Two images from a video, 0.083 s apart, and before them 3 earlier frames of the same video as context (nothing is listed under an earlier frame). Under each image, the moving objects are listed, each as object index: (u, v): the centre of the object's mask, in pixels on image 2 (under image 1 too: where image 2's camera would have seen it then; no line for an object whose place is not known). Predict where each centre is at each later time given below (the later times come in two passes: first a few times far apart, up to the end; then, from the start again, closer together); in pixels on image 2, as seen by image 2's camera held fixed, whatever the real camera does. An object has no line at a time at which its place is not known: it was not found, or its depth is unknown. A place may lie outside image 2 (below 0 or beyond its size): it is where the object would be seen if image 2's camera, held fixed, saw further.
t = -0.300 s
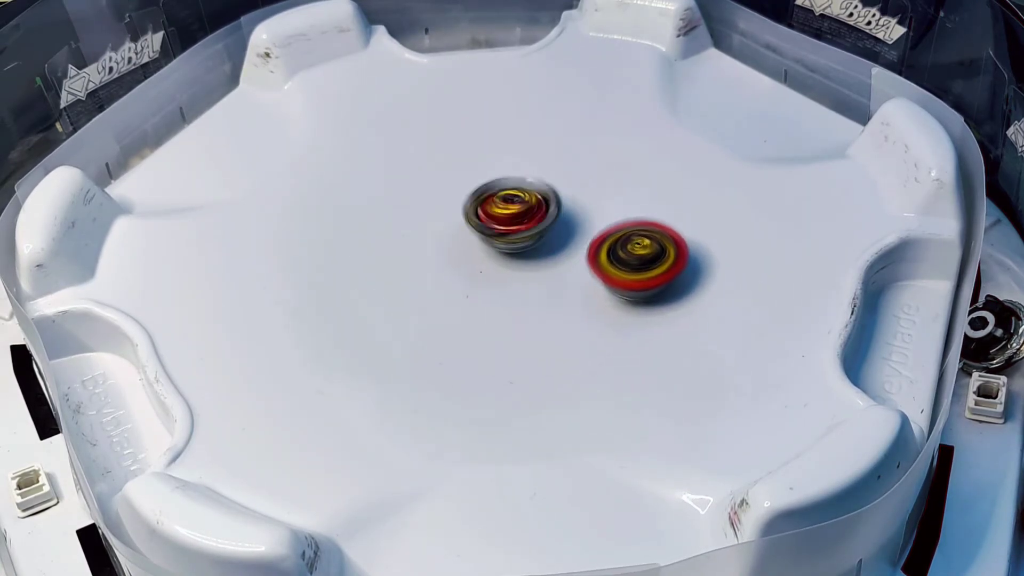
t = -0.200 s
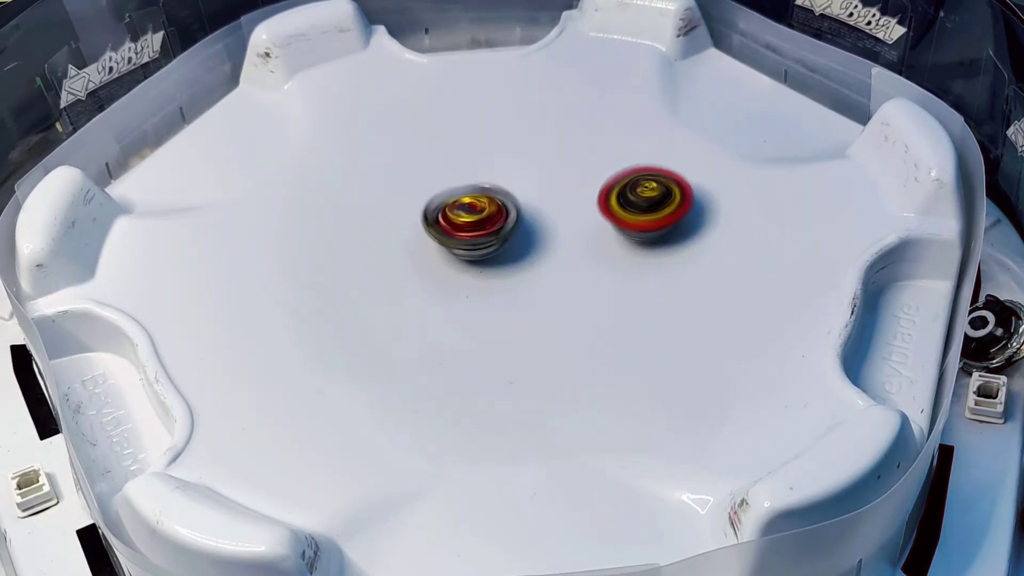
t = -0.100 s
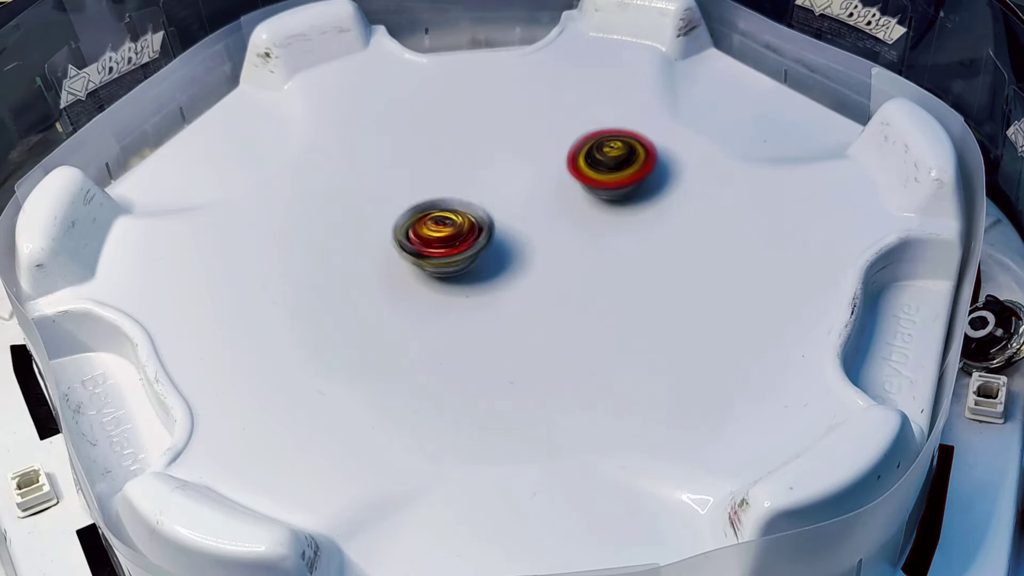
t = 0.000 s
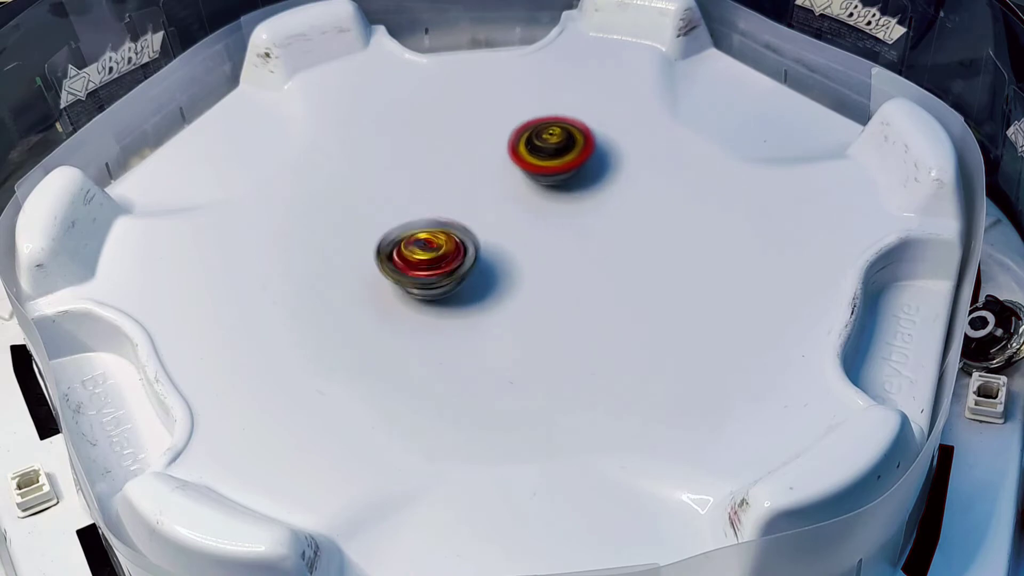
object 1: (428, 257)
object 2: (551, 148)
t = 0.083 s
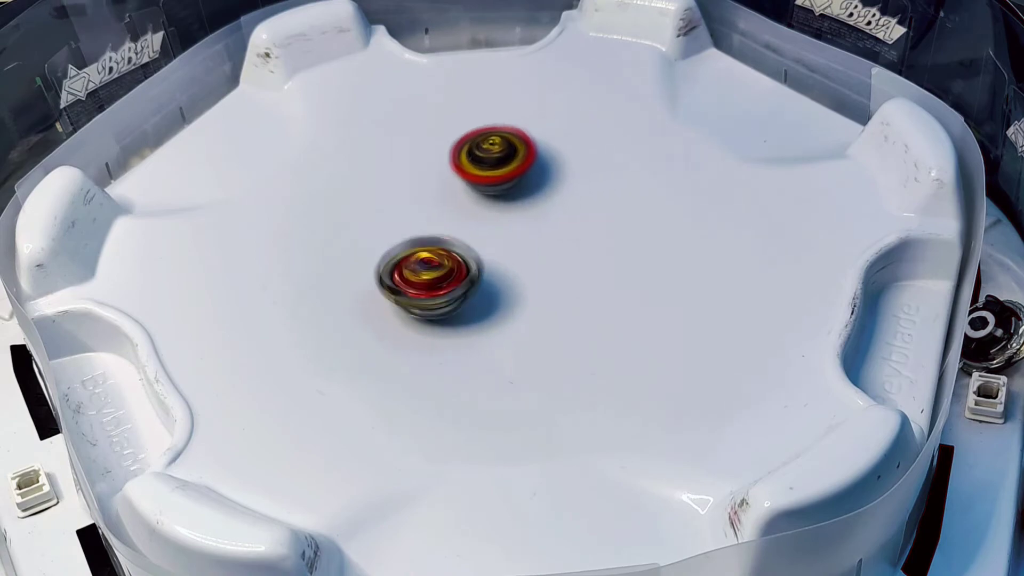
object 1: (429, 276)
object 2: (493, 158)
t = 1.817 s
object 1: (494, 281)
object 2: (610, 241)
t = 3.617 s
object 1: (508, 213)
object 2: (515, 339)
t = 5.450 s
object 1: (475, 287)
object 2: (481, 188)
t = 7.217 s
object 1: (480, 245)
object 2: (402, 302)
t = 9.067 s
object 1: (490, 249)
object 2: (606, 262)
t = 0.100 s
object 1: (432, 279)
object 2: (481, 161)
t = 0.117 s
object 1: (434, 282)
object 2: (468, 165)
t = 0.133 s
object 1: (437, 286)
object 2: (457, 169)
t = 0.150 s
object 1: (441, 288)
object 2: (446, 175)
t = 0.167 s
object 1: (445, 291)
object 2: (435, 181)
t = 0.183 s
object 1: (451, 293)
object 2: (426, 188)
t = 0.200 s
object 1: (456, 295)
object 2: (417, 195)
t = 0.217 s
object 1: (462, 296)
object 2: (410, 204)
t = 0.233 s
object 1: (468, 296)
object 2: (404, 212)
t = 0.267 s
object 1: (482, 297)
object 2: (397, 229)
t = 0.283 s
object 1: (488, 296)
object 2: (395, 238)
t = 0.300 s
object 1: (495, 295)
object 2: (394, 248)
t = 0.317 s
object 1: (501, 293)
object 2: (394, 257)
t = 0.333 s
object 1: (507, 291)
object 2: (397, 266)
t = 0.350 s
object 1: (513, 289)
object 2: (400, 275)
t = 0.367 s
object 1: (518, 286)
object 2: (405, 284)
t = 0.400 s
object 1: (528, 279)
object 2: (419, 300)
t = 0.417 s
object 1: (533, 276)
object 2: (428, 307)
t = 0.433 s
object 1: (536, 272)
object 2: (438, 314)
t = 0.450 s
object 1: (540, 268)
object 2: (448, 319)
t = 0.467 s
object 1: (542, 264)
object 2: (460, 323)
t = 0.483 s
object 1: (545, 260)
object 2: (474, 326)
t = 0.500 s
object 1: (547, 255)
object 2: (488, 328)
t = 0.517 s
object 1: (548, 251)
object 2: (502, 329)
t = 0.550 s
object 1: (549, 243)
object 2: (530, 328)
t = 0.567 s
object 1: (549, 239)
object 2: (544, 326)
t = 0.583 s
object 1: (548, 235)
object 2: (557, 324)
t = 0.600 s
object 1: (547, 230)
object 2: (569, 320)
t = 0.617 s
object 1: (546, 226)
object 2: (580, 315)
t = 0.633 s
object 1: (543, 223)
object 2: (591, 310)
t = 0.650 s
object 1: (542, 219)
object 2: (600, 303)
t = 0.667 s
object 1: (538, 215)
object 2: (608, 296)
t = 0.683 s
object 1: (535, 212)
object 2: (615, 289)
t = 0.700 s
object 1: (531, 210)
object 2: (621, 282)
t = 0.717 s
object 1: (528, 206)
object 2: (626, 274)
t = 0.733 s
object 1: (523, 204)
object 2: (630, 266)
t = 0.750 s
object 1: (518, 203)
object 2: (632, 257)
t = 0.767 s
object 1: (514, 201)
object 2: (632, 249)
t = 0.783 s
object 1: (508, 199)
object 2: (632, 241)
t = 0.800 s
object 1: (503, 198)
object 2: (630, 234)
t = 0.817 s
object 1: (498, 197)
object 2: (627, 226)
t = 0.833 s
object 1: (492, 197)
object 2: (622, 219)
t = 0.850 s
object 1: (487, 196)
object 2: (617, 213)
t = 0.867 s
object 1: (482, 196)
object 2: (610, 207)
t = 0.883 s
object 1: (476, 196)
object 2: (601, 203)
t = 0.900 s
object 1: (471, 197)
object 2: (592, 198)
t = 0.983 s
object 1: (448, 205)
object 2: (545, 185)
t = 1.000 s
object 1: (443, 208)
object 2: (536, 185)
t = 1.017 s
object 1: (431, 212)
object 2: (536, 184)
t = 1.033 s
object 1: (409, 215)
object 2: (542, 183)
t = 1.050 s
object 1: (394, 219)
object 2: (548, 184)
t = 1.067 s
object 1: (376, 223)
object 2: (553, 184)
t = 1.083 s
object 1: (362, 227)
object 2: (556, 186)
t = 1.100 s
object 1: (350, 230)
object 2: (559, 188)
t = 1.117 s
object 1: (339, 235)
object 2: (559, 189)
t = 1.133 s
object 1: (330, 239)
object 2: (559, 190)
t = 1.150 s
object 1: (322, 245)
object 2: (557, 192)
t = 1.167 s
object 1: (315, 249)
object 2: (555, 194)
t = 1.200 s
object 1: (306, 259)
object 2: (548, 196)
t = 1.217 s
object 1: (302, 264)
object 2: (543, 197)
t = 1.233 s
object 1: (301, 269)
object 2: (538, 198)
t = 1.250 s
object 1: (299, 273)
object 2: (533, 199)
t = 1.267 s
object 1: (298, 277)
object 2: (527, 201)
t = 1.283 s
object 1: (298, 282)
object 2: (521, 203)
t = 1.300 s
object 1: (298, 285)
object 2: (515, 206)
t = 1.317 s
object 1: (299, 289)
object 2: (510, 209)
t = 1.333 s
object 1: (300, 293)
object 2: (504, 213)
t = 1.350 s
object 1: (302, 297)
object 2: (500, 218)
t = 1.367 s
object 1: (304, 301)
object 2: (496, 222)
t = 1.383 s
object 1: (307, 304)
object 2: (493, 227)
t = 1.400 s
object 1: (310, 308)
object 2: (492, 232)
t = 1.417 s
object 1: (314, 312)
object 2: (491, 237)
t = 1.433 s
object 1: (319, 315)
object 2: (491, 241)
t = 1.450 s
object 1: (324, 318)
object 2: (492, 246)
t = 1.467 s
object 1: (330, 321)
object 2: (494, 250)
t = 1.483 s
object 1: (337, 323)
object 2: (497, 254)
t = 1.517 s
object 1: (353, 328)
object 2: (503, 260)
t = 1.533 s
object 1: (362, 330)
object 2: (507, 263)
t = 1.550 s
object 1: (371, 331)
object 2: (512, 264)
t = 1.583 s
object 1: (392, 331)
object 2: (522, 267)
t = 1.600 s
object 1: (403, 331)
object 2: (528, 267)
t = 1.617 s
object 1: (414, 330)
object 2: (534, 268)
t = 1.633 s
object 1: (426, 328)
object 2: (539, 267)
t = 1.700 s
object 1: (473, 317)
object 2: (558, 264)
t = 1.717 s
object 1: (483, 313)
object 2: (562, 262)
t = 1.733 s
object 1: (492, 308)
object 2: (569, 260)
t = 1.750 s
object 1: (494, 302)
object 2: (579, 256)
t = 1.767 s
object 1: (493, 299)
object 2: (590, 253)
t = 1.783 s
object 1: (492, 293)
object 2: (599, 249)
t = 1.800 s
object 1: (494, 287)
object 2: (605, 245)
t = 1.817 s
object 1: (494, 281)
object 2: (610, 241)
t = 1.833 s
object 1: (494, 276)
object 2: (614, 237)
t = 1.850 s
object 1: (494, 270)
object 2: (616, 233)
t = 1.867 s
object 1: (494, 265)
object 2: (618, 228)
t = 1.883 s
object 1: (495, 260)
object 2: (618, 224)
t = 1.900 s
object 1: (493, 255)
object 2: (616, 219)
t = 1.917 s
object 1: (493, 251)
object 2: (614, 215)
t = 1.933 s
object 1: (492, 247)
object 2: (610, 212)
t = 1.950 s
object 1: (490, 244)
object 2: (606, 209)
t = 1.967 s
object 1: (489, 240)
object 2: (601, 206)
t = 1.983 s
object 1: (488, 237)
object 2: (595, 204)
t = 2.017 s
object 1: (484, 231)
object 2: (581, 202)
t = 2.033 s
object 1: (482, 228)
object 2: (576, 201)
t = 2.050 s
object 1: (467, 227)
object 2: (585, 197)
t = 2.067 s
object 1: (454, 225)
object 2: (590, 193)
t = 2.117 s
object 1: (424, 218)
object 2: (601, 184)
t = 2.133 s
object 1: (419, 216)
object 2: (602, 181)
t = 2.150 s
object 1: (413, 215)
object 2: (601, 179)
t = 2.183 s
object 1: (407, 211)
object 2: (598, 174)
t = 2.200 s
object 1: (403, 211)
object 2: (596, 171)
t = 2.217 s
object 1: (400, 210)
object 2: (593, 169)
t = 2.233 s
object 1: (396, 209)
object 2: (588, 169)
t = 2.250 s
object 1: (394, 208)
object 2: (583, 169)
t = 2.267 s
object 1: (392, 207)
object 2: (579, 170)
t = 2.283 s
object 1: (389, 207)
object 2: (573, 172)
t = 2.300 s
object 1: (386, 207)
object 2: (566, 174)
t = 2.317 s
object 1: (383, 207)
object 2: (560, 178)
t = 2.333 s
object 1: (382, 206)
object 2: (554, 183)
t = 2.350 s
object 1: (381, 208)
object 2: (549, 187)
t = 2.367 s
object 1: (379, 209)
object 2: (543, 192)
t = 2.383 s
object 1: (380, 210)
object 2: (538, 197)
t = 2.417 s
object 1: (384, 213)
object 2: (530, 209)
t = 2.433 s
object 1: (386, 215)
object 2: (527, 213)
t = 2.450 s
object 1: (389, 217)
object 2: (524, 219)
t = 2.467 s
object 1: (393, 218)
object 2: (521, 225)
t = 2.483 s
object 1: (397, 220)
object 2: (520, 230)
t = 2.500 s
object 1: (402, 220)
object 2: (520, 235)
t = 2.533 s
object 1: (410, 224)
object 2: (519, 245)
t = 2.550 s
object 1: (416, 225)
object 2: (519, 250)
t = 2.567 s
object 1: (420, 226)
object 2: (521, 254)
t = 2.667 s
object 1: (453, 232)
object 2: (535, 276)
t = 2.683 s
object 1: (459, 234)
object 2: (538, 279)
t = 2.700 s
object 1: (465, 234)
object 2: (541, 282)
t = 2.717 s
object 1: (471, 235)
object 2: (545, 285)
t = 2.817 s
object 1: (506, 235)
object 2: (573, 296)
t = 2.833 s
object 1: (512, 235)
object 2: (577, 298)
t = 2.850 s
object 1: (518, 235)
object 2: (583, 298)
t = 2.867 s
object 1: (522, 235)
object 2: (589, 297)
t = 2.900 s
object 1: (532, 233)
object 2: (598, 295)
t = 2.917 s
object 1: (538, 233)
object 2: (603, 293)
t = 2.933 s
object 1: (543, 231)
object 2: (608, 291)
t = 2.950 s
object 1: (547, 231)
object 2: (611, 288)
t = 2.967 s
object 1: (551, 230)
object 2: (613, 284)
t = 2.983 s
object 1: (555, 228)
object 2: (615, 281)
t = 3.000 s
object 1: (557, 225)
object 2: (617, 280)
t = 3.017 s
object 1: (563, 221)
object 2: (619, 280)
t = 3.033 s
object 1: (564, 219)
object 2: (621, 280)
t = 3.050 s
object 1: (567, 217)
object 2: (622, 279)
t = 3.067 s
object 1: (568, 215)
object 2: (624, 278)
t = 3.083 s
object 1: (570, 214)
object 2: (623, 276)
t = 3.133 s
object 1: (577, 211)
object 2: (618, 273)
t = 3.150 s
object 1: (579, 210)
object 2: (614, 273)
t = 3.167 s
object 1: (582, 206)
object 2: (611, 276)
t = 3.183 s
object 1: (582, 202)
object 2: (608, 279)
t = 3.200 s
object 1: (583, 198)
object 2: (604, 282)
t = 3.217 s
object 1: (583, 195)
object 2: (599, 285)
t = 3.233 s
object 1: (583, 192)
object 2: (595, 288)
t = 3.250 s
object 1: (582, 190)
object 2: (592, 291)
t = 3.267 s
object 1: (581, 188)
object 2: (588, 293)
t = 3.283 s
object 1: (580, 186)
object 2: (583, 296)
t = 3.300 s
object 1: (578, 184)
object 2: (580, 299)
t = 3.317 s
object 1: (575, 182)
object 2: (575, 302)
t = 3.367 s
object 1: (565, 180)
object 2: (563, 310)
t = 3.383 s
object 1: (562, 180)
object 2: (560, 313)
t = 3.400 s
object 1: (558, 181)
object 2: (555, 315)
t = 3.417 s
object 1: (554, 182)
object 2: (552, 318)
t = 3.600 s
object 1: (511, 210)
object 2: (518, 338)
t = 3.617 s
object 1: (508, 213)
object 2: (515, 339)
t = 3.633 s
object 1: (504, 216)
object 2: (513, 339)
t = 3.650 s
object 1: (502, 219)
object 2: (511, 339)
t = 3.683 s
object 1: (496, 226)
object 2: (507, 338)
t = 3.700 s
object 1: (494, 229)
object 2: (505, 338)
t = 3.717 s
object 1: (491, 232)
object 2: (504, 337)
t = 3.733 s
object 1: (488, 236)
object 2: (502, 336)
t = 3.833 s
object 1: (476, 253)
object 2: (483, 324)
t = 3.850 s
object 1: (475, 254)
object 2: (479, 321)
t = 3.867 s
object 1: (478, 253)
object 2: (473, 320)
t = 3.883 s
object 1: (481, 250)
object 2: (464, 324)
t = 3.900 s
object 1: (489, 242)
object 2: (454, 329)
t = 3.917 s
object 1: (491, 233)
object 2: (444, 333)
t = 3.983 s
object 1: (506, 205)
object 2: (419, 339)
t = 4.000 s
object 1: (507, 198)
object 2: (416, 340)
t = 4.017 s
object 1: (510, 194)
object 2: (412, 341)
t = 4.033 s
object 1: (511, 189)
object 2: (409, 341)
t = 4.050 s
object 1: (511, 185)
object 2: (406, 341)
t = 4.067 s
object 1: (510, 183)
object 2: (402, 341)
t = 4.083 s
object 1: (509, 179)
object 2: (399, 341)
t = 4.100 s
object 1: (508, 177)
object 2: (396, 340)
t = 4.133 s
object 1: (507, 172)
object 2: (391, 339)
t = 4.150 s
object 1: (507, 169)
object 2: (389, 337)
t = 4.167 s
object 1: (505, 168)
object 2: (387, 336)
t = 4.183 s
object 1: (504, 165)
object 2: (387, 334)
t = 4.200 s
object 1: (503, 164)
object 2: (387, 332)
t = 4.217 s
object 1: (502, 162)
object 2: (386, 330)
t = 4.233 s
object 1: (501, 161)
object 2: (388, 327)
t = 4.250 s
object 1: (500, 159)
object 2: (387, 324)
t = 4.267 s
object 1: (499, 158)
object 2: (388, 322)
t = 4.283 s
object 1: (498, 157)
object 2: (389, 318)
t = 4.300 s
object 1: (496, 158)
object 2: (388, 315)
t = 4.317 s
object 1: (495, 158)
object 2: (388, 312)
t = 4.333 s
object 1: (492, 159)
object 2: (388, 309)
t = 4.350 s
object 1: (492, 160)
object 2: (388, 306)
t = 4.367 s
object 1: (491, 162)
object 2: (388, 302)
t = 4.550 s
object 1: (483, 200)
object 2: (395, 262)
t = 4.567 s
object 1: (482, 205)
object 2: (395, 258)
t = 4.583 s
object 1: (483, 210)
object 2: (396, 254)
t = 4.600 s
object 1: (484, 215)
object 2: (397, 251)
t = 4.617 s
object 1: (488, 218)
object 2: (393, 248)
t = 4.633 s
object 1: (502, 221)
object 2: (381, 244)
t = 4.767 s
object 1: (569, 240)
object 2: (346, 221)
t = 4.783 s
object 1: (573, 242)
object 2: (344, 219)
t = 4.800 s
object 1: (577, 243)
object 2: (343, 216)
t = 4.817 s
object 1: (580, 247)
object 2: (342, 214)
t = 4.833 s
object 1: (584, 249)
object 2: (341, 212)
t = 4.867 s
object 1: (589, 255)
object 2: (341, 207)
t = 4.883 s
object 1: (592, 257)
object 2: (340, 205)
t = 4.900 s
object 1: (593, 259)
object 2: (341, 203)
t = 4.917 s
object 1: (595, 262)
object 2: (341, 201)
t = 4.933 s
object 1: (596, 265)
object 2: (343, 199)
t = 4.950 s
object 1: (597, 268)
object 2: (344, 197)
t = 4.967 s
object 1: (596, 271)
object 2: (345, 196)
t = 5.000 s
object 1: (595, 275)
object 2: (349, 193)
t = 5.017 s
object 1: (593, 279)
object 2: (352, 192)
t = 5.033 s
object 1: (592, 282)
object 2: (356, 190)
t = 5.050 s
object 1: (589, 284)
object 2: (358, 189)
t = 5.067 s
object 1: (587, 286)
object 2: (362, 189)
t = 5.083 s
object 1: (584, 288)
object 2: (365, 188)
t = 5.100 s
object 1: (581, 291)
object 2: (370, 187)
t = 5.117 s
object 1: (577, 292)
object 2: (374, 186)
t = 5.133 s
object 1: (573, 294)
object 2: (377, 186)
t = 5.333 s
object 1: (508, 299)
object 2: (440, 187)
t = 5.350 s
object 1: (503, 299)
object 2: (447, 187)
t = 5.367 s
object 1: (498, 297)
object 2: (453, 188)
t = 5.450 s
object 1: (475, 287)
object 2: (481, 188)
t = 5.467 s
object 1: (471, 284)
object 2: (486, 188)
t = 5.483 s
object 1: (467, 282)
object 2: (492, 189)
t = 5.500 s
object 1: (463, 279)
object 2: (497, 188)
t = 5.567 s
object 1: (454, 266)
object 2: (517, 187)
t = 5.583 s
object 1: (451, 262)
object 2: (521, 186)
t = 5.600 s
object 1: (449, 259)
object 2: (527, 186)
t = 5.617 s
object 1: (450, 256)
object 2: (531, 187)
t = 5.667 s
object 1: (448, 244)
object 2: (545, 190)
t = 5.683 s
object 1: (447, 241)
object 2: (550, 192)
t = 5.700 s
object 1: (450, 238)
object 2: (554, 193)
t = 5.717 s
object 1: (450, 234)
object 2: (559, 194)
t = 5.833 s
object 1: (466, 213)
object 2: (589, 196)
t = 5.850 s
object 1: (468, 211)
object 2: (593, 196)
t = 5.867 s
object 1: (472, 208)
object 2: (597, 196)
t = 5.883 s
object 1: (475, 206)
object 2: (601, 196)
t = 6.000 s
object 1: (500, 196)
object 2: (624, 198)
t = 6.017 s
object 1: (503, 196)
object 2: (627, 198)
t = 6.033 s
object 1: (507, 194)
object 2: (629, 199)
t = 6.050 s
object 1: (511, 194)
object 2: (632, 200)
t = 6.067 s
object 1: (515, 195)
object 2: (634, 201)
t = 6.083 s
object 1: (518, 195)
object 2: (637, 202)
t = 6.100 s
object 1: (521, 197)
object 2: (639, 203)
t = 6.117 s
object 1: (524, 197)
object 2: (640, 205)
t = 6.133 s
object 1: (528, 199)
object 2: (642, 206)
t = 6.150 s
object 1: (532, 201)
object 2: (643, 208)
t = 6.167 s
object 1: (534, 203)
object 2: (644, 209)
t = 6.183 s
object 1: (537, 206)
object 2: (644, 211)
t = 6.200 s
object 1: (539, 208)
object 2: (645, 213)
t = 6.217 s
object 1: (542, 210)
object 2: (644, 215)
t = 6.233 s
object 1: (545, 212)
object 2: (643, 217)
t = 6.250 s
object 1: (547, 215)
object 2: (642, 219)
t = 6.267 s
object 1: (547, 218)
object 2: (641, 222)
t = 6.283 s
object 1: (548, 220)
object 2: (641, 224)
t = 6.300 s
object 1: (544, 221)
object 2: (641, 227)
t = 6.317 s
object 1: (542, 223)
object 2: (640, 230)
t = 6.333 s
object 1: (539, 223)
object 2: (638, 233)
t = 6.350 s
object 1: (536, 225)
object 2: (636, 237)
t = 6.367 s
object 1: (531, 227)
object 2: (633, 239)
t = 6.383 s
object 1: (527, 230)
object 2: (630, 243)
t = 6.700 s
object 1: (454, 245)
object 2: (545, 297)
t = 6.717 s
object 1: (452, 245)
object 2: (539, 298)
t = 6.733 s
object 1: (450, 245)
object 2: (535, 300)
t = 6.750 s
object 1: (448, 244)
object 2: (529, 302)
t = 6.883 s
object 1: (439, 242)
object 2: (488, 311)
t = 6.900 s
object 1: (438, 241)
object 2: (483, 312)
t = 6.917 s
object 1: (439, 242)
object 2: (479, 312)
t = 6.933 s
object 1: (440, 241)
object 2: (472, 313)
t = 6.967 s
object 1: (440, 241)
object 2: (463, 313)
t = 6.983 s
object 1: (441, 241)
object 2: (458, 313)
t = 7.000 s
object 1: (442, 241)
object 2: (454, 313)
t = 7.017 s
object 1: (445, 241)
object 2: (449, 313)
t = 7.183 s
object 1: (475, 246)
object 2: (409, 305)
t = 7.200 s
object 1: (476, 246)
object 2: (405, 304)
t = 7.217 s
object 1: (480, 245)
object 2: (402, 302)
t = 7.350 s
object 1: (508, 251)
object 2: (381, 289)
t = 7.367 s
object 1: (512, 251)
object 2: (380, 286)
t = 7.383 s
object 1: (514, 253)
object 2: (378, 285)
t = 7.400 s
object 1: (516, 253)
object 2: (378, 282)
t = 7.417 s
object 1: (517, 256)
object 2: (377, 280)
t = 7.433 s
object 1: (519, 255)
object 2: (378, 277)
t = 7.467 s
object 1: (525, 256)
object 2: (378, 272)
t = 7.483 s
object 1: (528, 256)
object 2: (379, 269)
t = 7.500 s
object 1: (528, 258)
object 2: (379, 266)
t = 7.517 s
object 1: (527, 259)
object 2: (380, 263)
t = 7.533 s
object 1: (527, 261)
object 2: (382, 260)
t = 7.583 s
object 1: (533, 261)
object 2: (386, 252)
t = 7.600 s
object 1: (534, 262)
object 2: (389, 248)
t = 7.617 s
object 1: (532, 264)
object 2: (391, 246)
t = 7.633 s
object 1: (531, 264)
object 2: (392, 243)
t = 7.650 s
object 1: (529, 265)
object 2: (395, 240)
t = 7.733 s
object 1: (525, 265)
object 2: (408, 227)
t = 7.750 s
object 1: (524, 265)
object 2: (411, 225)
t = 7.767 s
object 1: (522, 266)
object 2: (414, 222)
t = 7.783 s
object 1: (522, 265)
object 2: (417, 219)
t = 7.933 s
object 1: (509, 260)
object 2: (448, 200)
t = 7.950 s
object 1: (509, 258)
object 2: (451, 198)
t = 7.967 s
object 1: (506, 258)
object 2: (454, 196)
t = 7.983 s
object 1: (503, 256)
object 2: (457, 193)
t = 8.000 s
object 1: (499, 255)
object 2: (462, 192)
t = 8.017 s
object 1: (499, 253)
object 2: (464, 189)
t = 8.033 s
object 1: (498, 254)
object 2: (468, 187)
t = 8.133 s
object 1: (495, 260)
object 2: (488, 175)
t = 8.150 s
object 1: (495, 260)
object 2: (491, 174)
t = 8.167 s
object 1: (496, 261)
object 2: (495, 172)
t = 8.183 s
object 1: (495, 261)
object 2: (497, 171)
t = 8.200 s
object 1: (495, 261)
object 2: (500, 169)
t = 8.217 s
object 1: (494, 262)
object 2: (502, 167)
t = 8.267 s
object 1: (490, 262)
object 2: (510, 164)
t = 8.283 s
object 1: (489, 262)
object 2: (513, 162)
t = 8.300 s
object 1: (490, 261)
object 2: (515, 161)
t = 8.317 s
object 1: (491, 261)
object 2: (518, 160)
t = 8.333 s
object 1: (491, 261)
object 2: (520, 160)
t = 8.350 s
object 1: (492, 260)
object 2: (523, 159)
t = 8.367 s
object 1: (490, 260)
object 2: (526, 159)
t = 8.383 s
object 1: (487, 259)
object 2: (529, 159)
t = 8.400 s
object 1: (485, 259)
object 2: (531, 160)
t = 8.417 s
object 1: (484, 258)
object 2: (534, 161)
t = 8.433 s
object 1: (486, 257)
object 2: (536, 163)
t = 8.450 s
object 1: (487, 256)
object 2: (539, 165)
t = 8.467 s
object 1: (489, 256)
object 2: (539, 168)
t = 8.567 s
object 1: (489, 257)
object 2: (548, 192)
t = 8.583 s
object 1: (489, 257)
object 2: (551, 195)
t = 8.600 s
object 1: (489, 257)
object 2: (553, 198)
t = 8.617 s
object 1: (490, 255)
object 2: (556, 200)
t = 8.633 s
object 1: (492, 255)
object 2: (559, 203)
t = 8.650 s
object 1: (496, 255)
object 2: (562, 205)
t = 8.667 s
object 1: (495, 253)
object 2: (565, 208)
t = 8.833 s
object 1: (485, 256)
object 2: (598, 228)
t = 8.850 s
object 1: (485, 257)
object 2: (600, 230)
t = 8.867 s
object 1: (487, 258)
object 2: (602, 233)
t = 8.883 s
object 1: (486, 257)
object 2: (604, 235)
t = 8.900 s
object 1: (487, 255)
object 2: (605, 237)
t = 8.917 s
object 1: (489, 256)
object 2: (606, 239)
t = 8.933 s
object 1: (491, 255)
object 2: (607, 243)
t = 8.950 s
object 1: (492, 254)
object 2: (608, 244)
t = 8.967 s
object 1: (492, 252)
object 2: (608, 247)
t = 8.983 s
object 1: (494, 252)
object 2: (608, 249)
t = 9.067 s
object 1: (490, 249)
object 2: (606, 262)
